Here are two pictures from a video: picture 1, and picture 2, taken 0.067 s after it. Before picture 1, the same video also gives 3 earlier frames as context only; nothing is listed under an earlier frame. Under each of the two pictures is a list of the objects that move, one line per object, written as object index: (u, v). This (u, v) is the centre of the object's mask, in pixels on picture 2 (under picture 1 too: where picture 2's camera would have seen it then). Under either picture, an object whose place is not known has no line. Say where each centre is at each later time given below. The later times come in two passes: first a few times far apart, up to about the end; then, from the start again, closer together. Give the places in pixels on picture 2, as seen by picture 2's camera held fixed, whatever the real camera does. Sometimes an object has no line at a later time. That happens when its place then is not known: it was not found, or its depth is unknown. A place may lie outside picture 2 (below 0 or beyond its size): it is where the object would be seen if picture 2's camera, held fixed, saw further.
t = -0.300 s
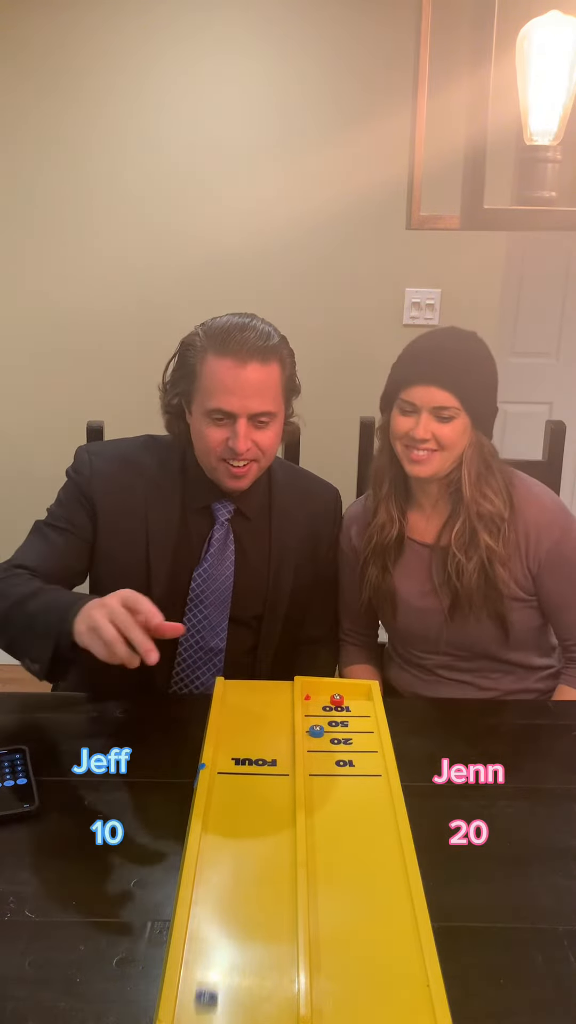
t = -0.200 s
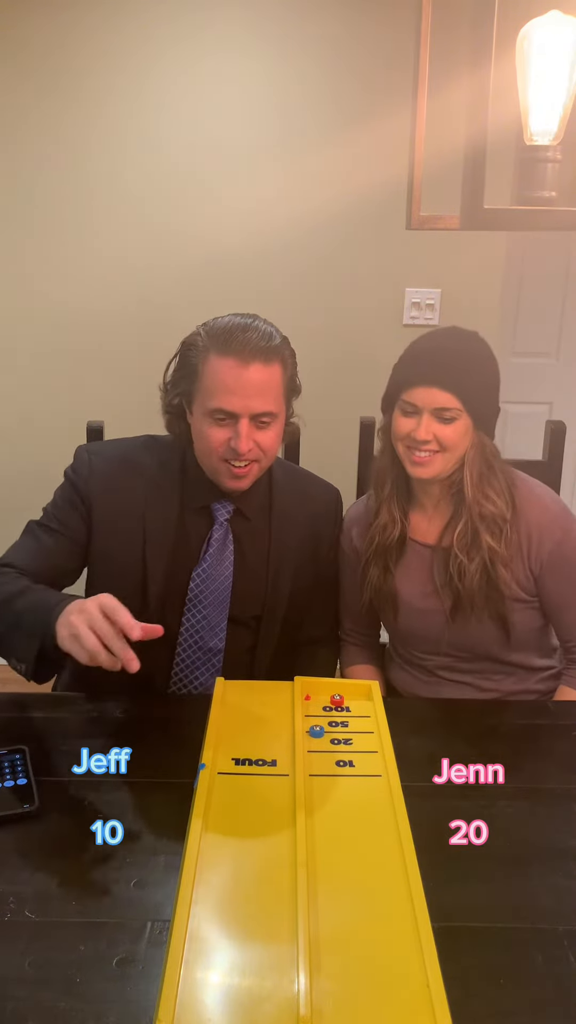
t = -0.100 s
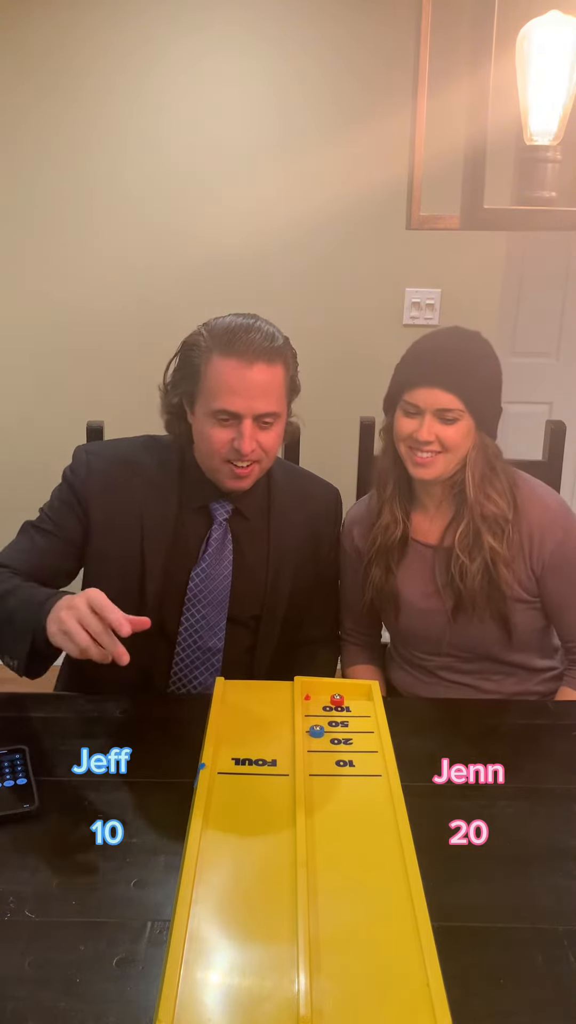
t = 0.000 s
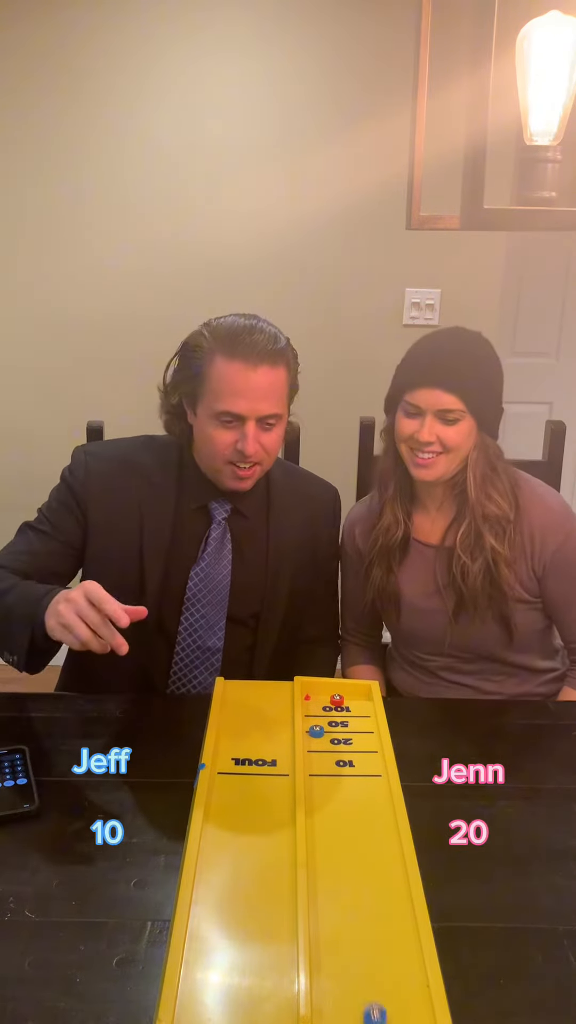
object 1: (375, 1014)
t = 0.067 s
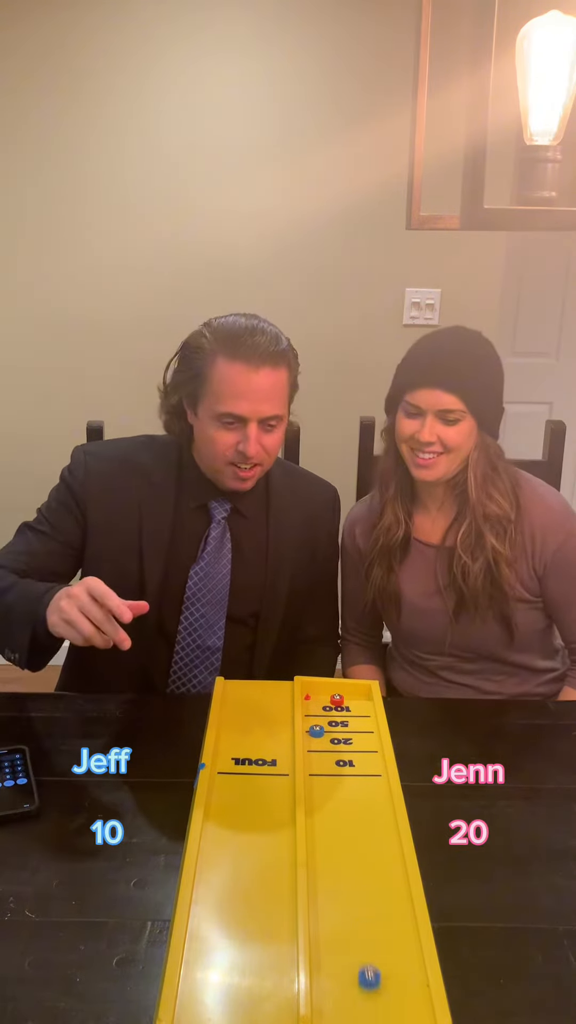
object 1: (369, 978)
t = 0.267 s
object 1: (358, 893)
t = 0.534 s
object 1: (342, 818)
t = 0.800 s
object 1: (326, 769)
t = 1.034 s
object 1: (313, 741)
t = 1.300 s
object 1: (310, 731)
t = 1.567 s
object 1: (310, 729)
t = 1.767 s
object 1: (310, 729)
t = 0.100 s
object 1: (368, 961)
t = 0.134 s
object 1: (366, 946)
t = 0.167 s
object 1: (364, 931)
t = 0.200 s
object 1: (362, 917)
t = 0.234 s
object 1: (360, 905)
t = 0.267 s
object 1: (358, 893)
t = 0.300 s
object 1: (356, 882)
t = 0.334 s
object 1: (354, 871)
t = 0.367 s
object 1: (352, 860)
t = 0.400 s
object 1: (351, 851)
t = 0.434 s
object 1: (349, 842)
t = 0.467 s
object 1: (347, 834)
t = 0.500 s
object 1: (345, 825)
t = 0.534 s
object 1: (342, 818)
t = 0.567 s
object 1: (341, 811)
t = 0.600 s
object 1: (339, 804)
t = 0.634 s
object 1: (337, 798)
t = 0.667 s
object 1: (334, 791)
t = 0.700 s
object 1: (332, 785)
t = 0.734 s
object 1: (330, 780)
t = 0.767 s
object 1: (329, 775)
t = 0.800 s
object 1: (326, 769)
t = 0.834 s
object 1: (324, 766)
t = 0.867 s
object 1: (323, 761)
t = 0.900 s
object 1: (321, 756)
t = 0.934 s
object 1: (319, 751)
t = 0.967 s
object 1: (317, 748)
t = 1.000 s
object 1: (315, 744)
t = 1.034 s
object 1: (313, 741)
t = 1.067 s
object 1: (310, 738)
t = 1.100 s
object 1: (310, 736)
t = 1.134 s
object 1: (310, 735)
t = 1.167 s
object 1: (310, 734)
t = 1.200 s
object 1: (311, 733)
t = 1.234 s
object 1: (311, 732)
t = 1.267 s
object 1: (311, 731)
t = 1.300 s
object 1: (310, 731)
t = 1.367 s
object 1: (310, 730)
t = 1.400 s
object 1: (310, 730)
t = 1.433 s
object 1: (310, 729)
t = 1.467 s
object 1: (310, 729)
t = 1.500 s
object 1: (310, 729)
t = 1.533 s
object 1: (310, 729)
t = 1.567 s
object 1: (310, 729)
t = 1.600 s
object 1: (310, 729)
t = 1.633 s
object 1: (310, 729)
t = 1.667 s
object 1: (310, 729)
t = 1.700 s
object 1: (310, 729)
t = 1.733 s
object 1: (310, 729)
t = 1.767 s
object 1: (310, 729)
